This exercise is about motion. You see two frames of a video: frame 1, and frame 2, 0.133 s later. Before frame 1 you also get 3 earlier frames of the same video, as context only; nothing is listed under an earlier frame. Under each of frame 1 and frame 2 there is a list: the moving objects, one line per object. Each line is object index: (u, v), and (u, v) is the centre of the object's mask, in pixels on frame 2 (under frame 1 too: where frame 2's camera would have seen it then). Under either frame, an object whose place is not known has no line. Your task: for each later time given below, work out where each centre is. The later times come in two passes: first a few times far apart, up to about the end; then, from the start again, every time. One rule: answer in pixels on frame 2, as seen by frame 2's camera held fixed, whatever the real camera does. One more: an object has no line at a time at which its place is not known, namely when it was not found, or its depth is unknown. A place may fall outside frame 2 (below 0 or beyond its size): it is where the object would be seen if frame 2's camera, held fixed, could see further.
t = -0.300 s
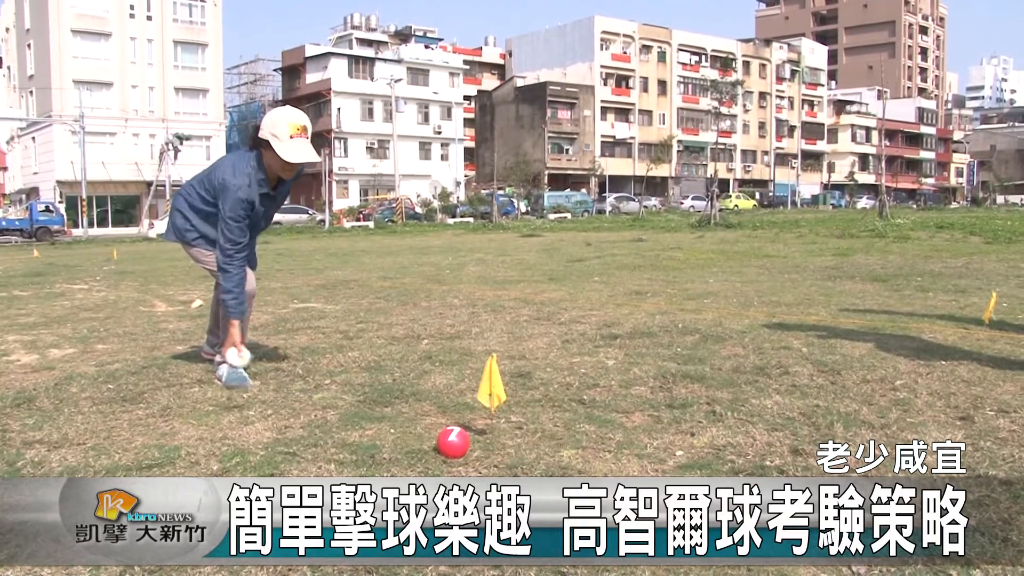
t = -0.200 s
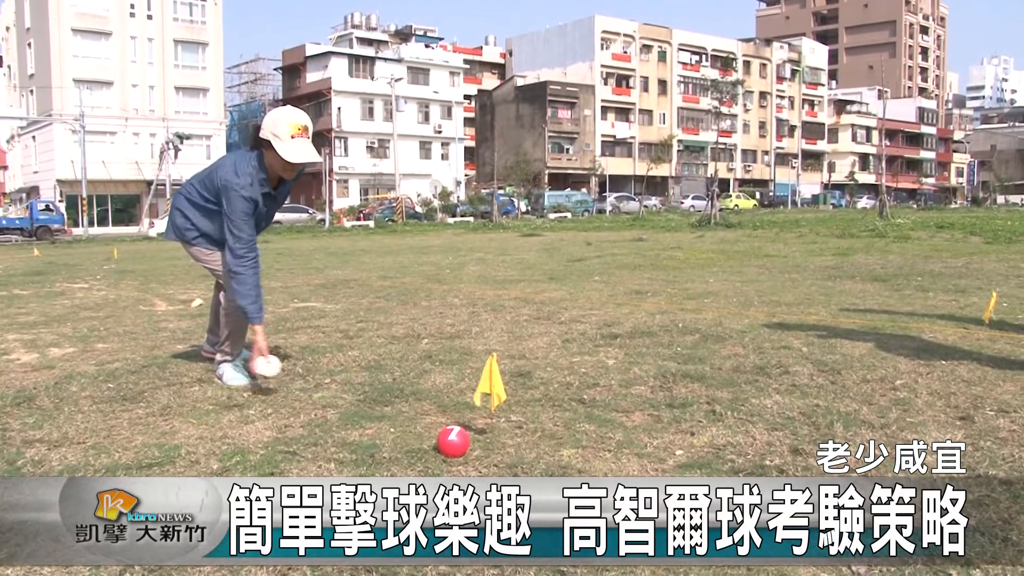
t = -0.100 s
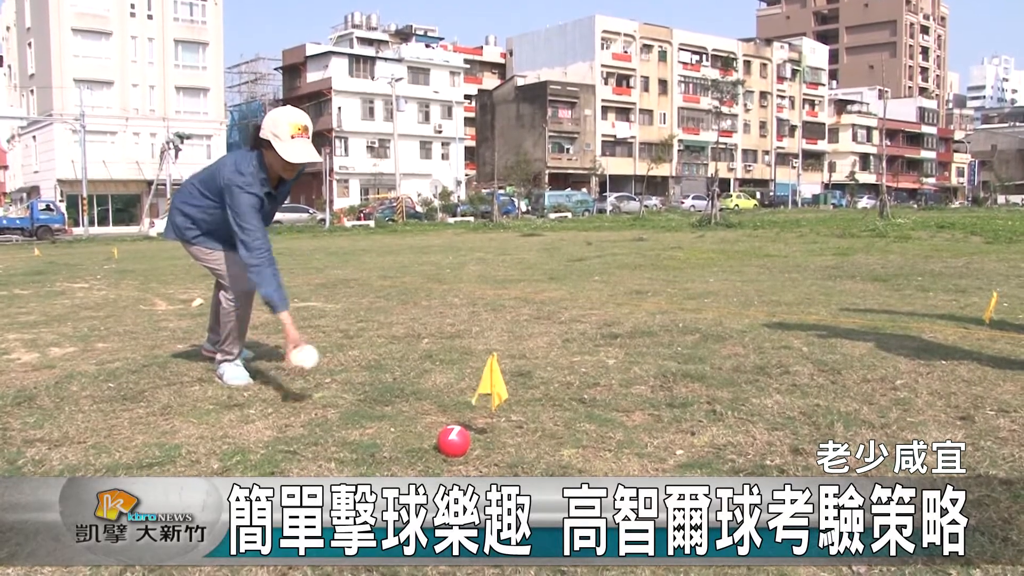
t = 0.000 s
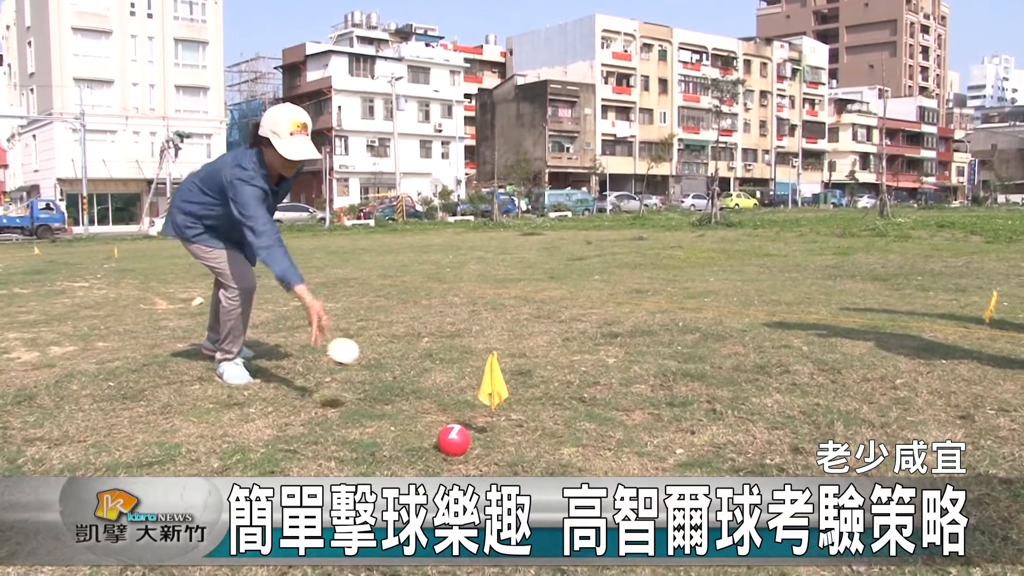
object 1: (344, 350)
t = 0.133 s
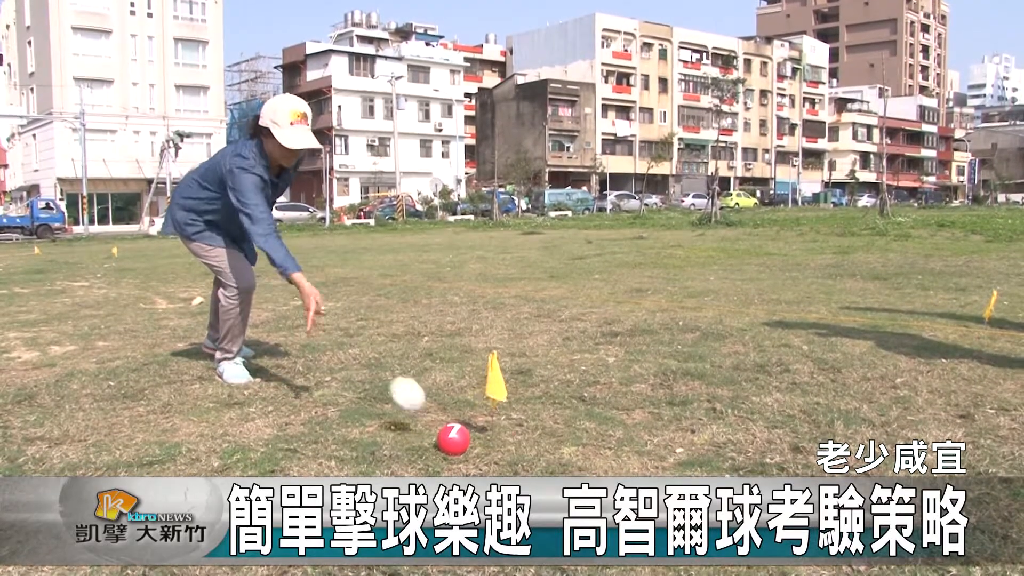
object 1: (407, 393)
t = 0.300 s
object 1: (430, 428)
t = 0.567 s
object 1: (421, 427)
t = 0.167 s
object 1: (426, 417)
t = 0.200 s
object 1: (433, 431)
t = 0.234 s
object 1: (434, 428)
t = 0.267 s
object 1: (432, 426)
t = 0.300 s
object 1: (430, 428)
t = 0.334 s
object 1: (428, 430)
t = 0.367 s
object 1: (427, 428)
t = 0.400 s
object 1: (426, 429)
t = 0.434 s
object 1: (425, 429)
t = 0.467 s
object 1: (424, 428)
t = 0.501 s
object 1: (424, 428)
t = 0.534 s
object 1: (423, 427)
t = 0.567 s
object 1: (421, 427)
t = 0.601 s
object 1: (420, 426)
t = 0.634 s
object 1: (419, 426)
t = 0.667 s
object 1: (418, 426)
